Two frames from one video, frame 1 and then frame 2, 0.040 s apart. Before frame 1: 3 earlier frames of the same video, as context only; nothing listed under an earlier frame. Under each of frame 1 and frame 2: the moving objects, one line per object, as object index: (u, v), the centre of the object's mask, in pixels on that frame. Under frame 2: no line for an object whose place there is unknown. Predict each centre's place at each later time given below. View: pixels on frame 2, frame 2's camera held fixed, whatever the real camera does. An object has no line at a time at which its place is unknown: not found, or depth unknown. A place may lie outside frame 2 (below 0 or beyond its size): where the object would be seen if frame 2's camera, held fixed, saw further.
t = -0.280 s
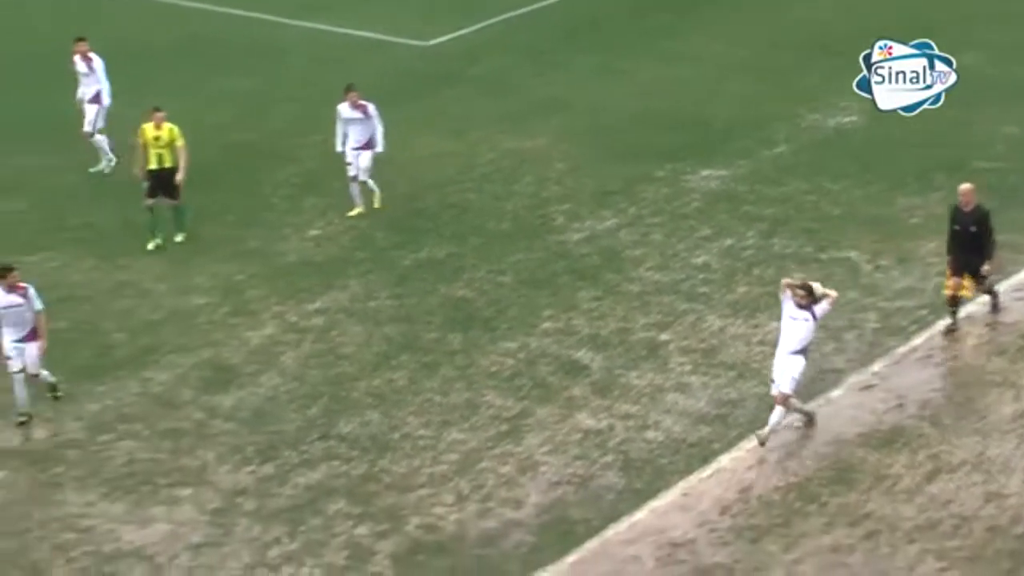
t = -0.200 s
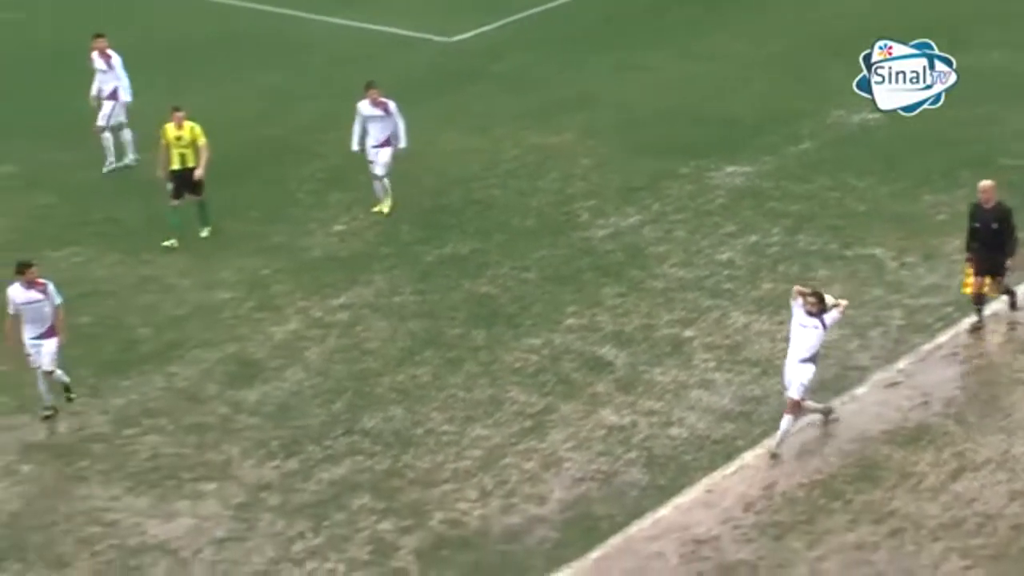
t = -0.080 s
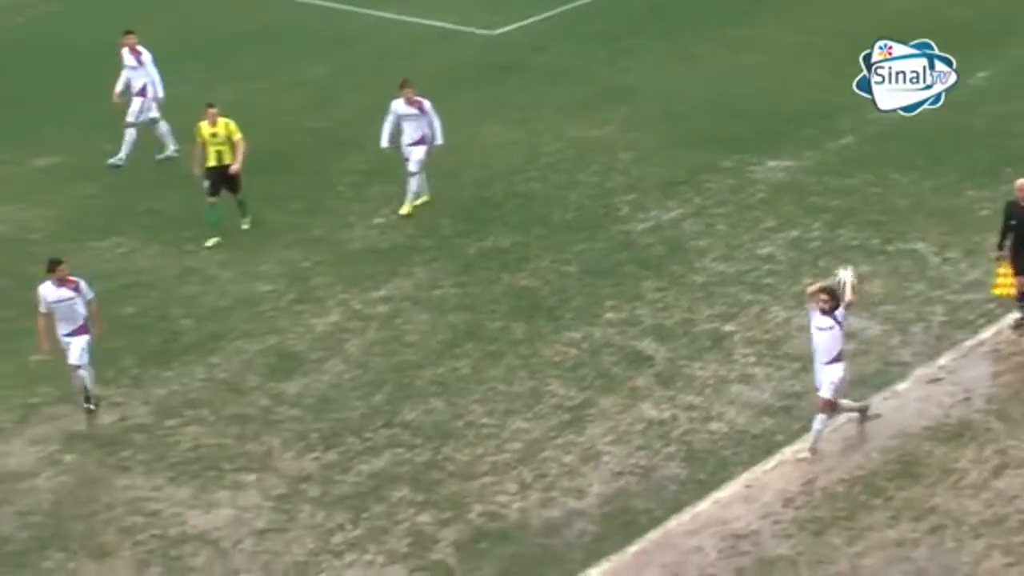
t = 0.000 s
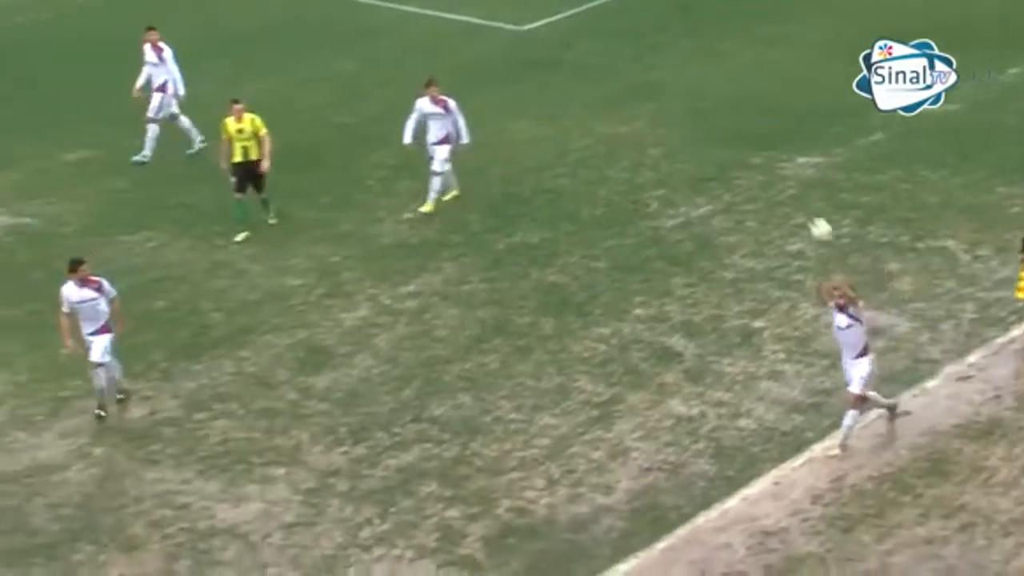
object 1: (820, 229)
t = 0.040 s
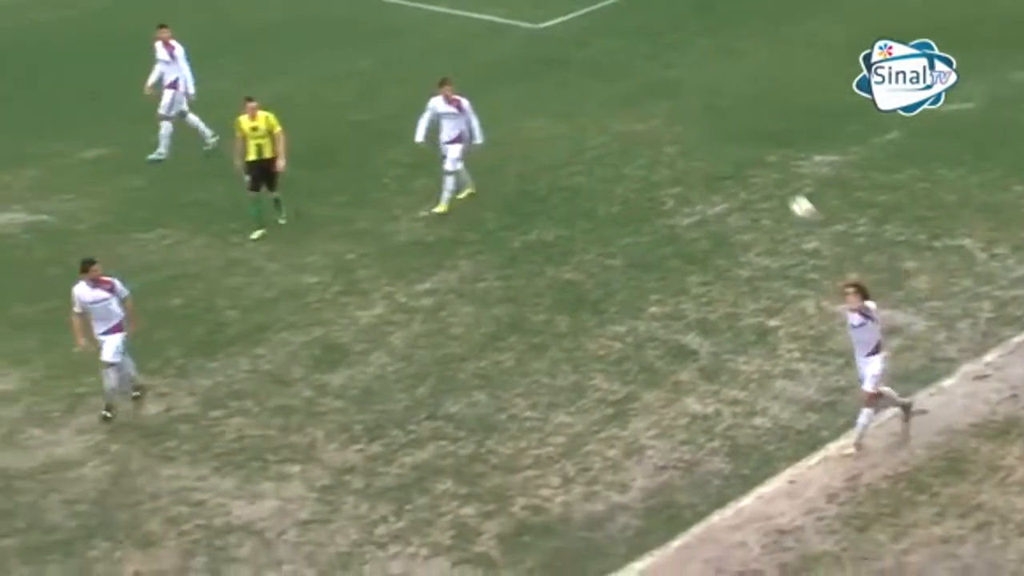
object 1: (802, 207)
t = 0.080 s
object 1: (767, 188)
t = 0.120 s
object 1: (729, 170)
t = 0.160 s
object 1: (692, 153)
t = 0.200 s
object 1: (655, 138)
